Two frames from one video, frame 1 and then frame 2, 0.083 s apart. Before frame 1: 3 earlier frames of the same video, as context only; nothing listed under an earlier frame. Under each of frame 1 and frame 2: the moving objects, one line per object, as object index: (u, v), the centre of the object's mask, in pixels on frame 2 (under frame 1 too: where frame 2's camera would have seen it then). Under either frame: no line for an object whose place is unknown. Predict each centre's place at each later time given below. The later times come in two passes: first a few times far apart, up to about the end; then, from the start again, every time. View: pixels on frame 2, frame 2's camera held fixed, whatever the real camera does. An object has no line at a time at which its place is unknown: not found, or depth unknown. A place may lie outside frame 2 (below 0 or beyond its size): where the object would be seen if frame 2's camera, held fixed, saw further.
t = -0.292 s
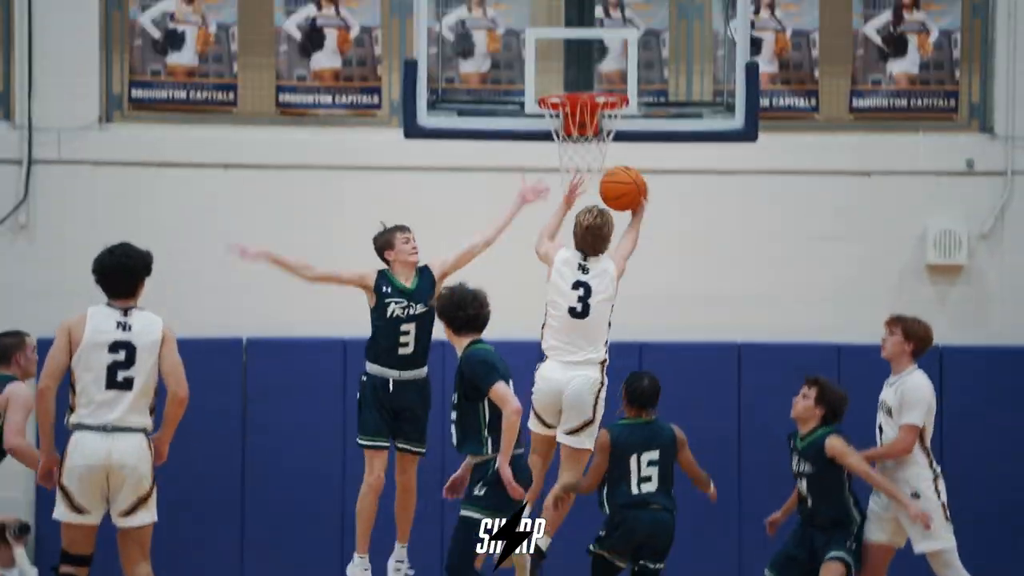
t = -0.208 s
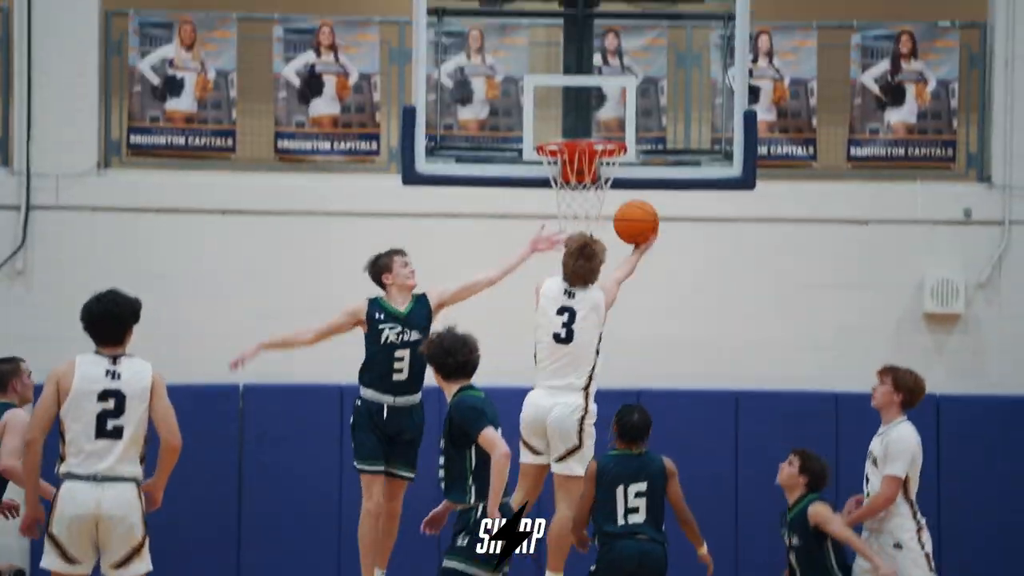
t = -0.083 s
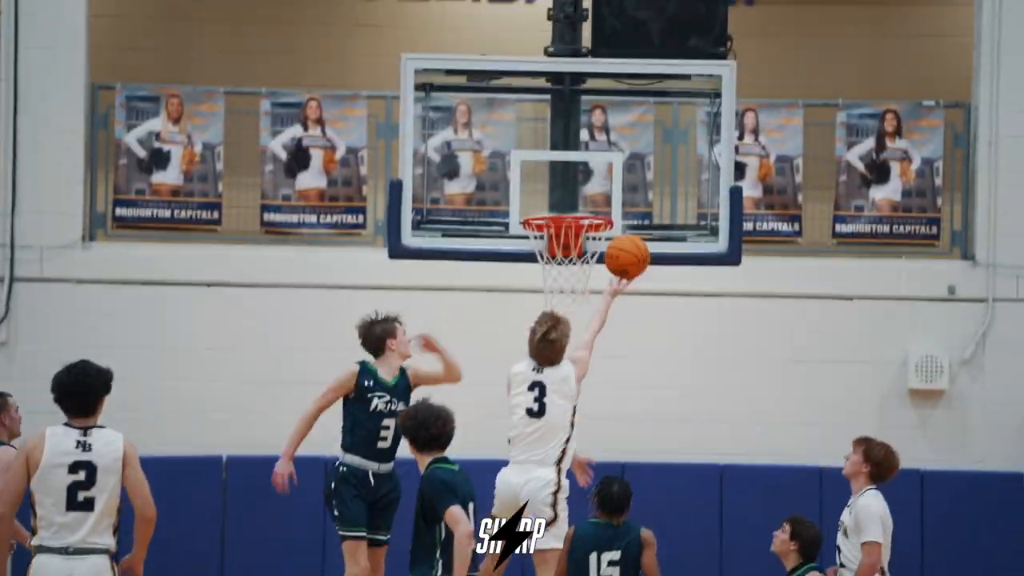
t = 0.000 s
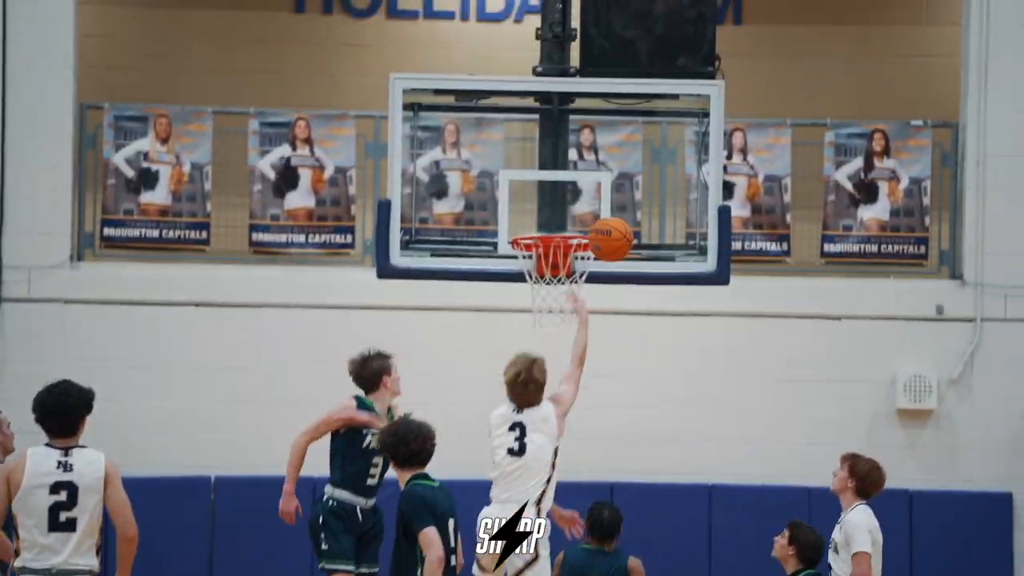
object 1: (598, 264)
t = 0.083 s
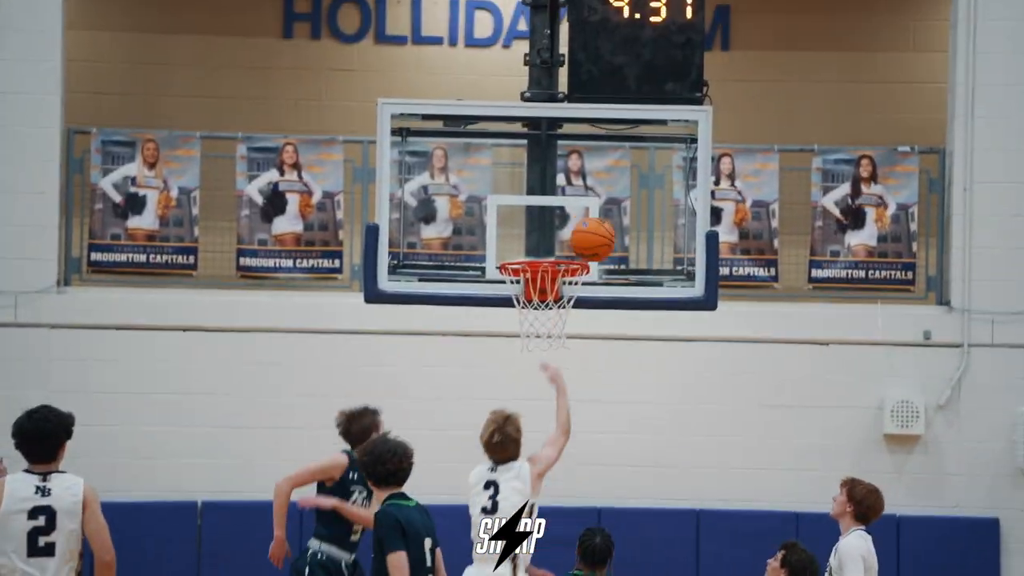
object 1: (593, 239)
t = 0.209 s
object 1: (584, 226)
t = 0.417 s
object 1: (579, 236)
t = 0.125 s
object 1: (591, 233)
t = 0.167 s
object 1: (587, 227)
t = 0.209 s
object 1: (584, 226)
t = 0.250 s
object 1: (581, 227)
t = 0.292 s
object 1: (578, 230)
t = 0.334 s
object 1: (574, 239)
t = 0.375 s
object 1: (576, 238)
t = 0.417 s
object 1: (579, 236)
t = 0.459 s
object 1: (581, 238)
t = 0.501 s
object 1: (583, 242)
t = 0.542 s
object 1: (583, 241)
